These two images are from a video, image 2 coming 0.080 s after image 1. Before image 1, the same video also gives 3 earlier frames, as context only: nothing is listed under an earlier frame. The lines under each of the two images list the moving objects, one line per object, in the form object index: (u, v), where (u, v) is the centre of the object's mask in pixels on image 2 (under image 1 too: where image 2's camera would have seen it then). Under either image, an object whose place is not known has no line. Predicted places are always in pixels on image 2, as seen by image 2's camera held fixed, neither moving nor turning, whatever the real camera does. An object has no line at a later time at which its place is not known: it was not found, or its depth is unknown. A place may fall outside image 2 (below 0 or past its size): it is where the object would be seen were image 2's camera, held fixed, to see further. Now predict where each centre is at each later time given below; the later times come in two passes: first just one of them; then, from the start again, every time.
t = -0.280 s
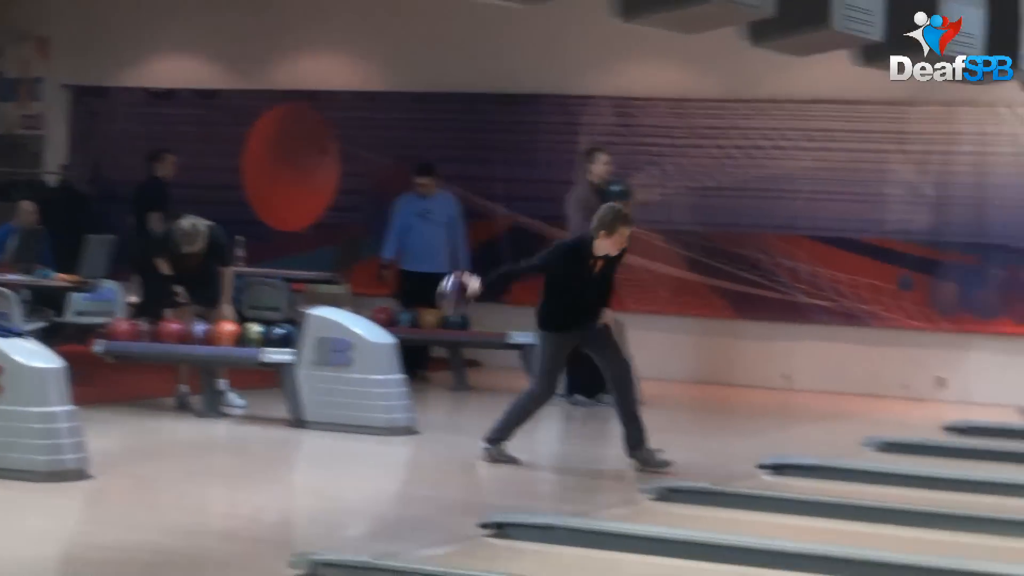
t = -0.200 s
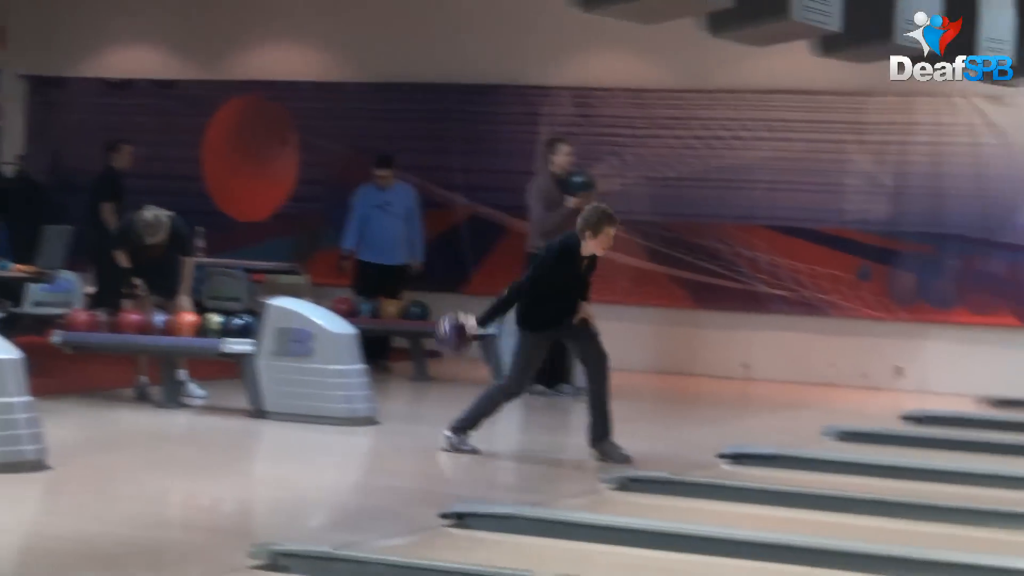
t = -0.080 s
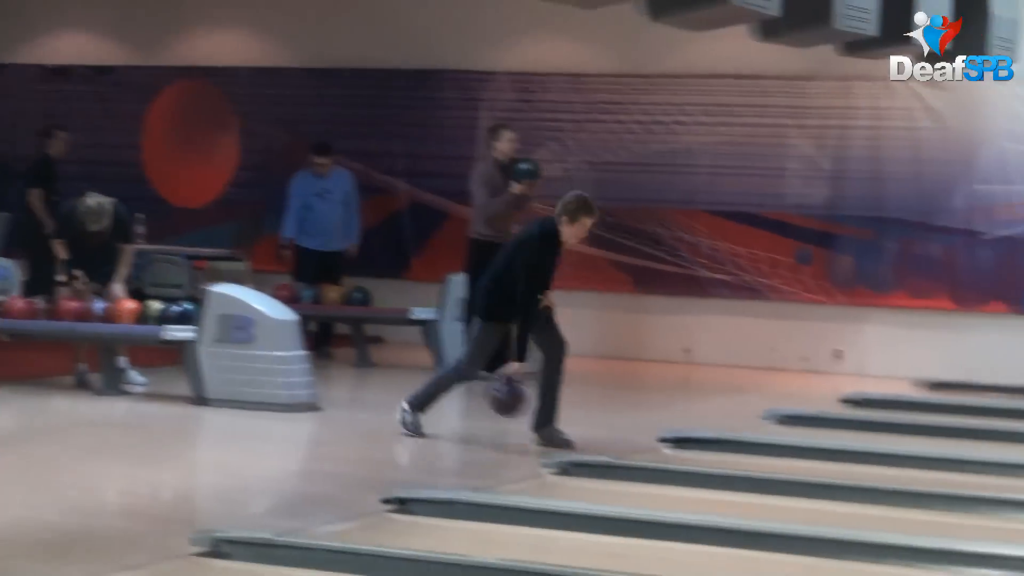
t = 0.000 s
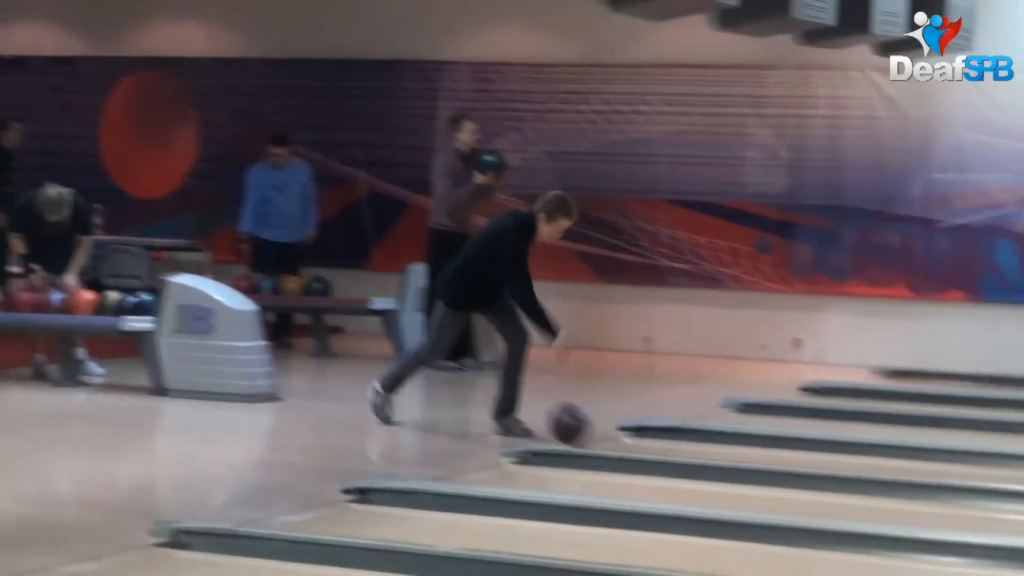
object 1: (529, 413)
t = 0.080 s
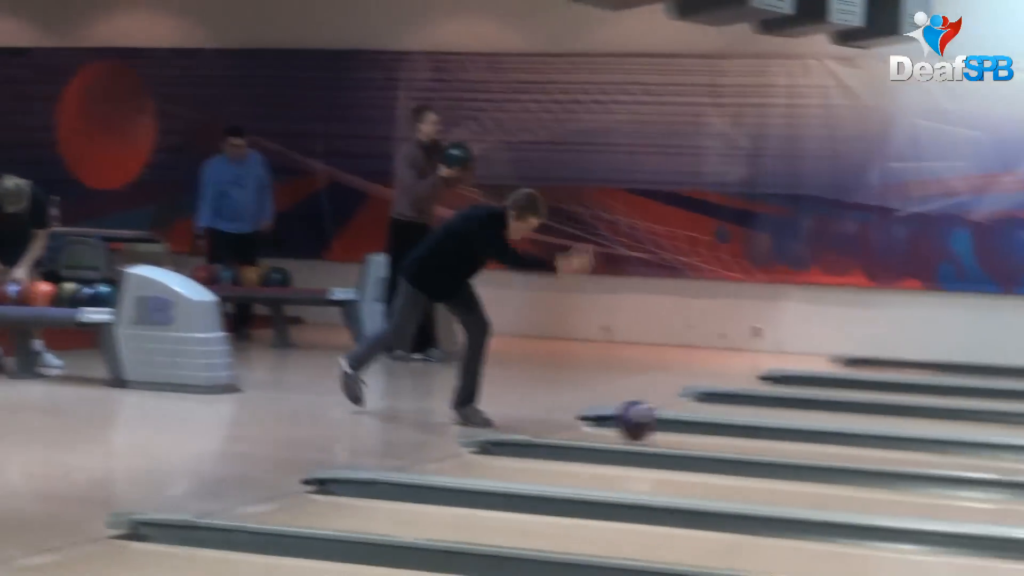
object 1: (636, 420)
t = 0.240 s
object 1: (859, 445)
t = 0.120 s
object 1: (690, 426)
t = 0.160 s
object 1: (744, 434)
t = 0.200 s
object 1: (800, 439)
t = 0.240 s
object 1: (859, 445)
